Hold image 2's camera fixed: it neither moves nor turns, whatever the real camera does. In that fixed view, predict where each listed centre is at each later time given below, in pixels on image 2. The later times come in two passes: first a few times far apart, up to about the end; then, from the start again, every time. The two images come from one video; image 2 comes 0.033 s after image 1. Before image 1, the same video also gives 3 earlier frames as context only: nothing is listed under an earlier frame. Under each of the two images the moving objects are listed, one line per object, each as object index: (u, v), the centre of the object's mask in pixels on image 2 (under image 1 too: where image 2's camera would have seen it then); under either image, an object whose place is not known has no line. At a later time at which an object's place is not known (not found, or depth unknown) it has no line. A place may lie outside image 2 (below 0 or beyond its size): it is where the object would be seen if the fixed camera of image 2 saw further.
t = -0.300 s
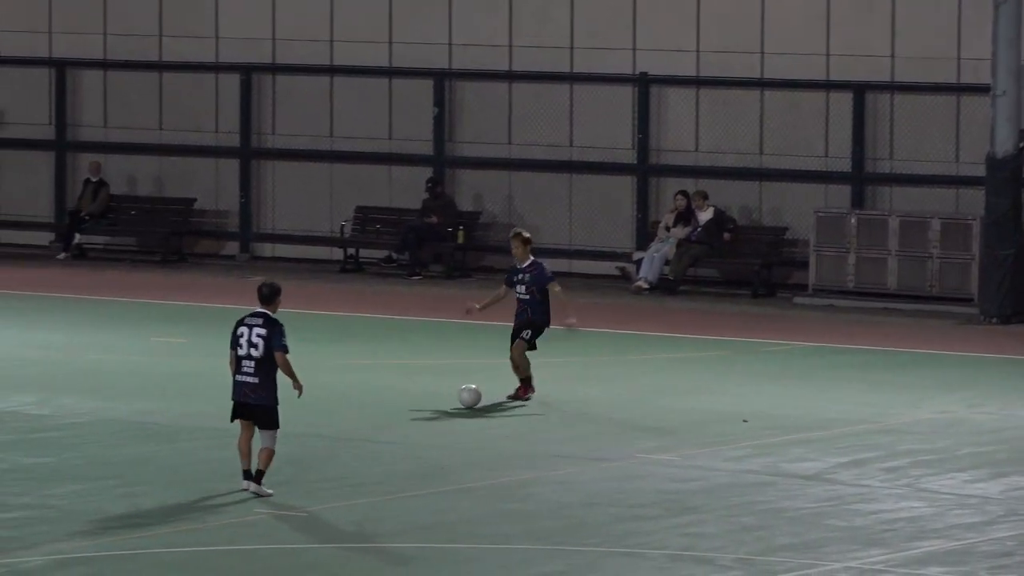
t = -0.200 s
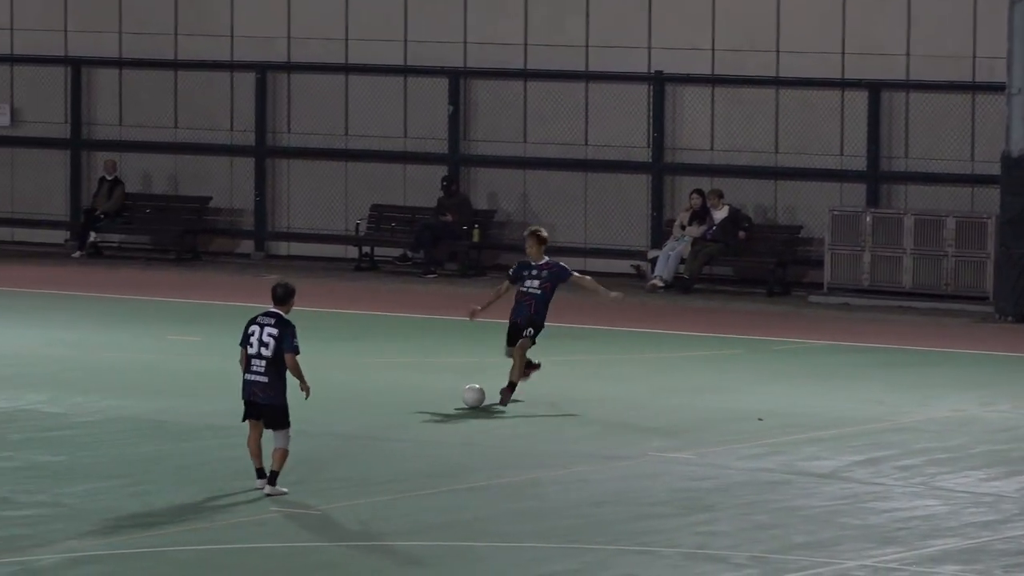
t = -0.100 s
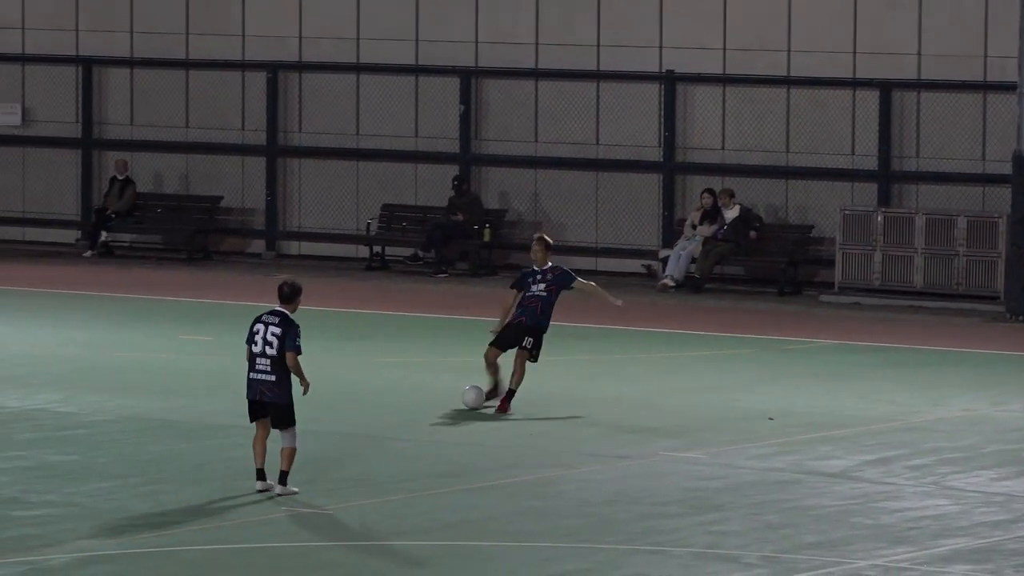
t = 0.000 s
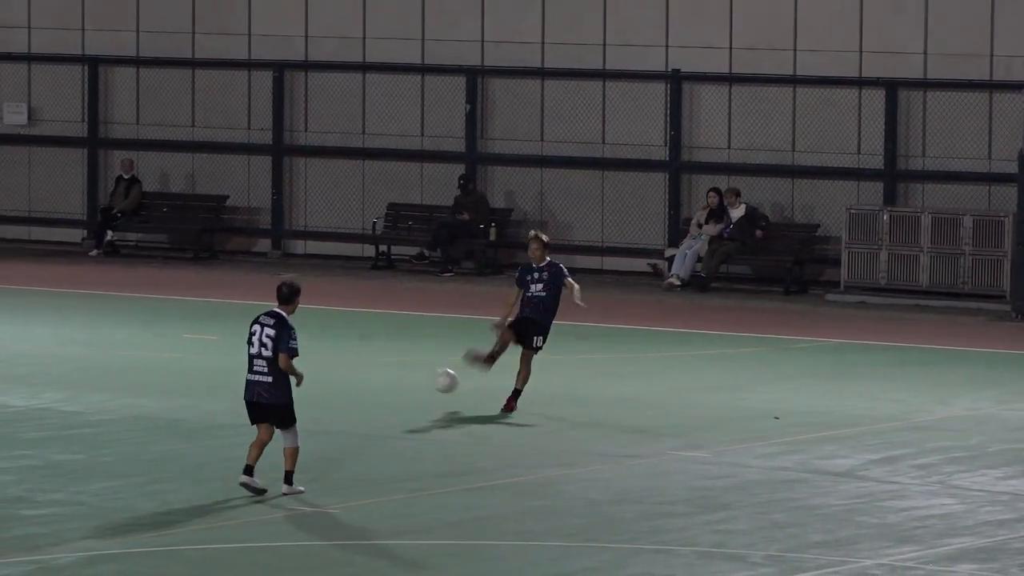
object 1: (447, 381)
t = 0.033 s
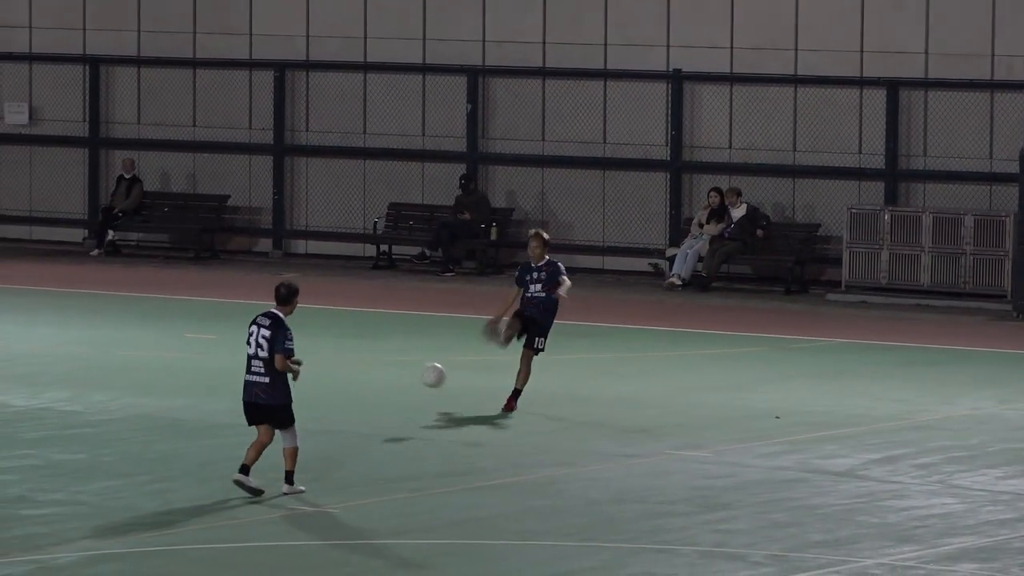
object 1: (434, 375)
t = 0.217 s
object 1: (371, 373)
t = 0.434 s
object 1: (315, 435)
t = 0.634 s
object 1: (274, 569)
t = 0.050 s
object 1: (427, 373)
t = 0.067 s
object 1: (421, 372)
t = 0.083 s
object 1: (415, 370)
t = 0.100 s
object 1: (409, 369)
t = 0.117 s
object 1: (404, 369)
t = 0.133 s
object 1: (399, 369)
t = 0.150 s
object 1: (393, 369)
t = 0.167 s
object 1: (388, 369)
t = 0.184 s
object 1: (382, 370)
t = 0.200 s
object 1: (378, 371)
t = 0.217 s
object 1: (371, 373)
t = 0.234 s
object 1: (366, 375)
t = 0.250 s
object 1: (361, 378)
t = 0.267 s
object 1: (356, 380)
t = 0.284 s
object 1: (352, 384)
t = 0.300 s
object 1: (348, 388)
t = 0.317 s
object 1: (343, 392)
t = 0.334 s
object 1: (339, 397)
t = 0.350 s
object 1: (335, 402)
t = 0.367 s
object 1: (331, 408)
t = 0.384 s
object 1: (327, 414)
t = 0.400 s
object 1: (323, 420)
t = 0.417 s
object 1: (319, 427)
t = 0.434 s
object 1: (315, 435)
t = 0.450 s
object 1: (310, 443)
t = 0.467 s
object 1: (307, 452)
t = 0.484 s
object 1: (303, 461)
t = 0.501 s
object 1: (300, 471)
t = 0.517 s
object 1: (296, 481)
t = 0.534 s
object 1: (293, 491)
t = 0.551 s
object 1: (289, 502)
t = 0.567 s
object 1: (286, 514)
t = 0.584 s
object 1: (283, 528)
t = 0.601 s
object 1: (279, 540)
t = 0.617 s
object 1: (277, 555)
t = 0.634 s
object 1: (274, 569)
